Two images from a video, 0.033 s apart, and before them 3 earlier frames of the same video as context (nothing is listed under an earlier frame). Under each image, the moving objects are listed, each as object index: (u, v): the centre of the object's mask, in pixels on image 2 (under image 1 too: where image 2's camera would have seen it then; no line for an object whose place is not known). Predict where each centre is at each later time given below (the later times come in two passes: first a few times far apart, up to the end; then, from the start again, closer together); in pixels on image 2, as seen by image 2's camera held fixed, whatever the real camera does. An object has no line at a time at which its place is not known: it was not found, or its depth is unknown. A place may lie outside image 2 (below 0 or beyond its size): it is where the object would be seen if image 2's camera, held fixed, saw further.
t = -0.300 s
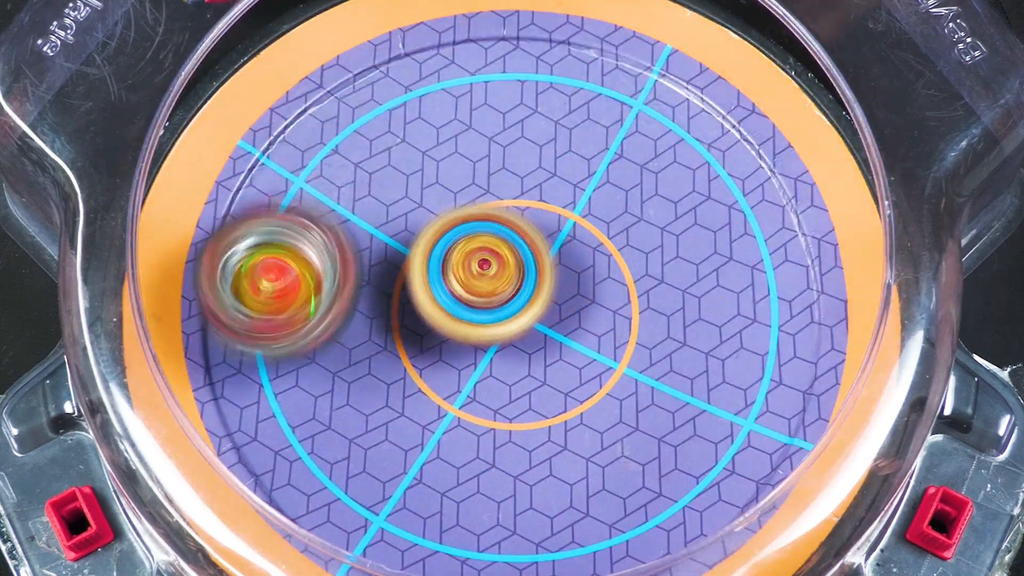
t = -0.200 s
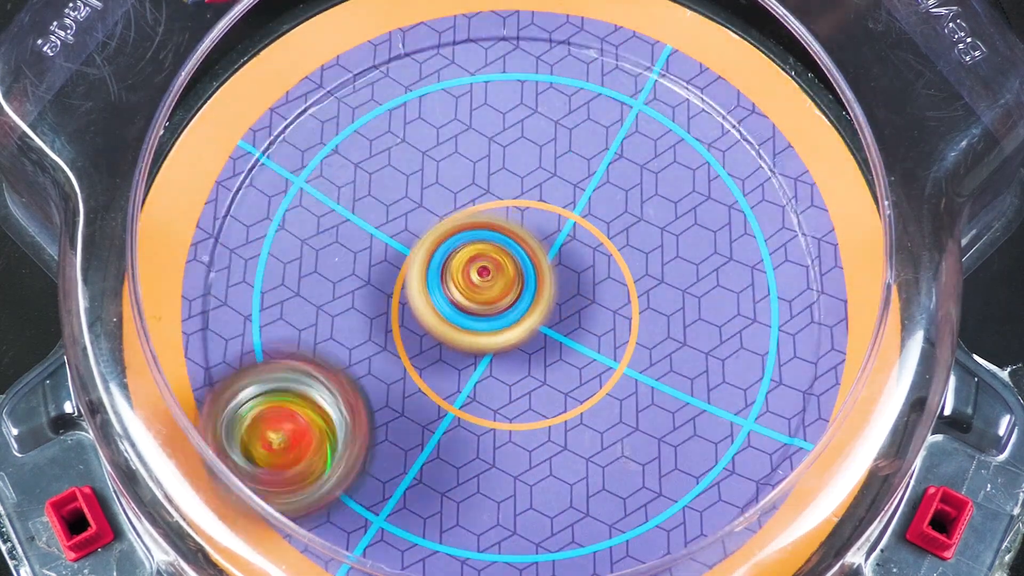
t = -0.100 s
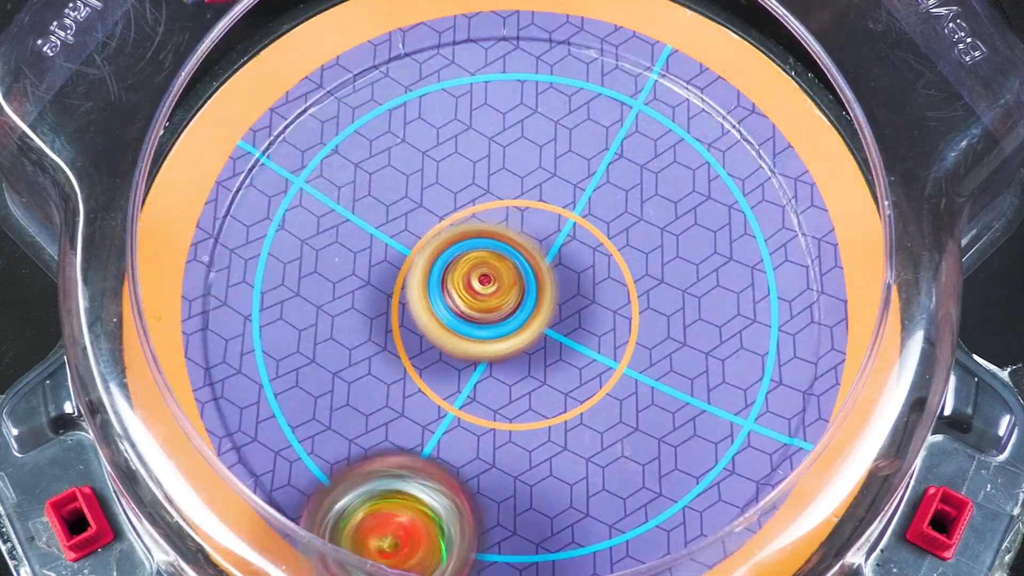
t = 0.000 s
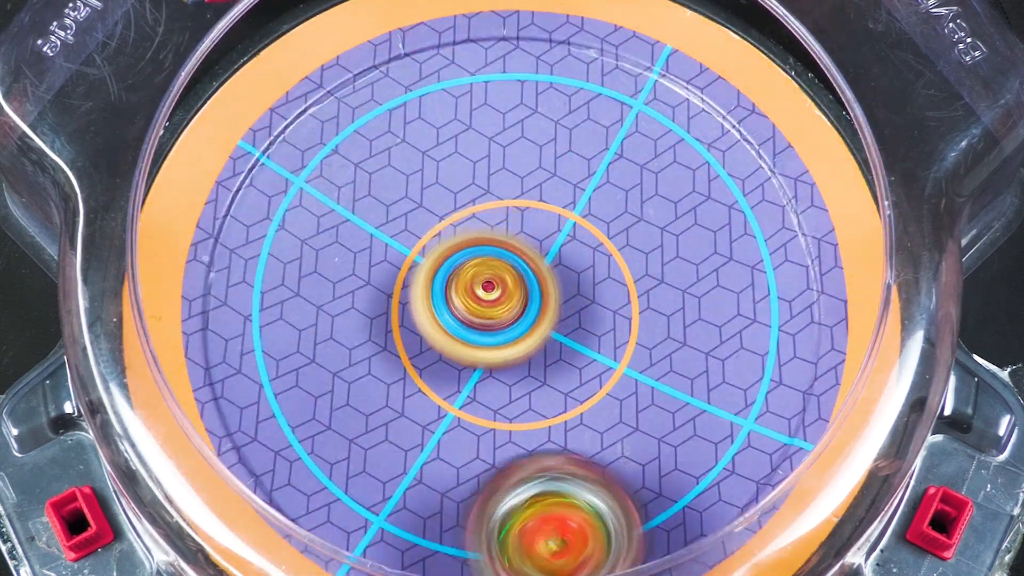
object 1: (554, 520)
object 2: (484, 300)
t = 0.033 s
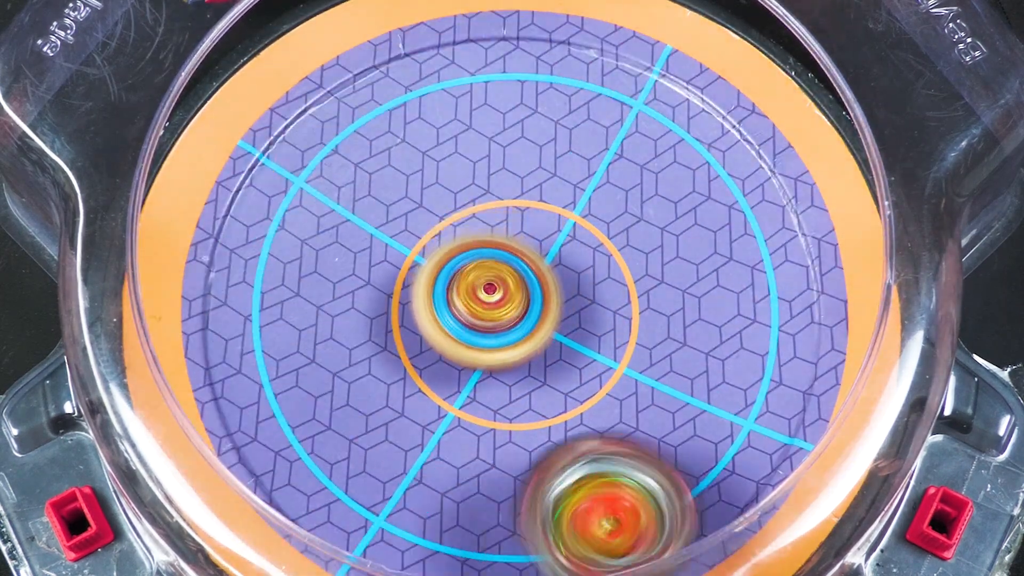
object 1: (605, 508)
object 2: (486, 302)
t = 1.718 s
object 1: (296, 330)
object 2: (521, 279)
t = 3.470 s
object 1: (603, 137)
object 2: (531, 271)
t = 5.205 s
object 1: (510, 436)
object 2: (506, 295)
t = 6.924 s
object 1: (382, 143)
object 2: (501, 291)
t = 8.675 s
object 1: (712, 229)
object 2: (513, 315)
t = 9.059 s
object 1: (429, 87)
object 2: (526, 305)
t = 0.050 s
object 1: (626, 499)
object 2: (486, 304)
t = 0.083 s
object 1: (670, 467)
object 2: (488, 306)
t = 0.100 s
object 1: (690, 445)
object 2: (490, 306)
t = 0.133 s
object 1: (717, 396)
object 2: (492, 309)
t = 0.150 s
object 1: (725, 371)
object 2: (493, 310)
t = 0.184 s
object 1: (732, 318)
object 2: (497, 312)
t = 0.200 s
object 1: (731, 290)
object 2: (498, 313)
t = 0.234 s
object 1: (723, 237)
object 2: (502, 314)
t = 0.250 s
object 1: (716, 212)
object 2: (503, 315)
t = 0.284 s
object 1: (693, 165)
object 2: (506, 316)
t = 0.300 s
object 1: (678, 144)
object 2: (506, 316)
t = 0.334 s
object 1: (644, 102)
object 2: (509, 317)
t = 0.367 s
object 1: (605, 68)
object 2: (512, 318)
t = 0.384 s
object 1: (582, 57)
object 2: (515, 318)
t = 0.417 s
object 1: (536, 45)
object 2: (518, 317)
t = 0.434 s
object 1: (515, 41)
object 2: (519, 318)
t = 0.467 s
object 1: (467, 37)
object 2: (522, 318)
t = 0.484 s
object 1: (441, 36)
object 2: (524, 317)
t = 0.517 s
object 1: (402, 42)
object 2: (527, 317)
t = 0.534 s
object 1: (384, 49)
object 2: (528, 317)
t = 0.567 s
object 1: (349, 64)
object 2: (531, 316)
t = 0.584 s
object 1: (331, 74)
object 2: (532, 314)
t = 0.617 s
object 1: (302, 103)
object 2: (535, 313)
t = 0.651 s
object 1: (279, 136)
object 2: (538, 312)
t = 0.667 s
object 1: (272, 155)
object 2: (539, 312)
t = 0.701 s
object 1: (265, 197)
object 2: (541, 310)
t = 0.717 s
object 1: (264, 220)
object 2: (541, 309)
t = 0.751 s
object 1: (273, 266)
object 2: (543, 308)
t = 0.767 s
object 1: (282, 290)
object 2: (545, 307)
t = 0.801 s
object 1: (309, 336)
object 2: (546, 305)
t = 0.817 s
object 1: (326, 359)
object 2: (547, 304)
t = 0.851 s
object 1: (367, 395)
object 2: (548, 302)
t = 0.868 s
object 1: (393, 411)
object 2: (549, 300)
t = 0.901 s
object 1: (447, 435)
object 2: (549, 298)
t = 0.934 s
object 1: (508, 451)
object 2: (550, 296)
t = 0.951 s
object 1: (539, 453)
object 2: (550, 296)
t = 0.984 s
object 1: (600, 451)
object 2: (550, 293)
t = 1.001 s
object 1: (624, 445)
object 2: (550, 292)
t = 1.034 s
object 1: (678, 428)
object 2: (550, 290)
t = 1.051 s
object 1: (704, 415)
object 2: (549, 289)
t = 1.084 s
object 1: (748, 385)
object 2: (549, 287)
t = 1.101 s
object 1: (766, 369)
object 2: (548, 285)
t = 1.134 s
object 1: (793, 330)
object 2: (547, 283)
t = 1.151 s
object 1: (800, 310)
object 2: (547, 282)
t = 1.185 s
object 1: (812, 271)
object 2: (546, 280)
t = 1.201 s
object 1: (813, 253)
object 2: (544, 279)
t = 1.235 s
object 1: (799, 218)
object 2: (543, 277)
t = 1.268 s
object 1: (777, 186)
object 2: (541, 276)
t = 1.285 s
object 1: (765, 173)
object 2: (540, 275)
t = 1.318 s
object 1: (740, 143)
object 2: (538, 273)
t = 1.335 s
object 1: (725, 131)
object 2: (537, 272)
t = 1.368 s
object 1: (692, 109)
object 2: (535, 271)
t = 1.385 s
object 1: (674, 102)
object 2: (534, 271)
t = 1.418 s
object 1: (628, 94)
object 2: (532, 270)
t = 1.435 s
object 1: (604, 94)
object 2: (530, 270)
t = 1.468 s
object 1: (556, 98)
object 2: (528, 269)
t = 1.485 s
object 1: (531, 103)
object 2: (527, 269)
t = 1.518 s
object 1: (484, 121)
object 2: (525, 268)
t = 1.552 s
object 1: (440, 148)
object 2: (523, 269)
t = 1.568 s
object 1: (419, 162)
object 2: (524, 271)
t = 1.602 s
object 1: (379, 192)
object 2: (524, 274)
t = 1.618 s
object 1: (360, 208)
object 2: (524, 275)
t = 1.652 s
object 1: (329, 247)
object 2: (522, 276)
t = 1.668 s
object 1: (319, 267)
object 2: (521, 277)
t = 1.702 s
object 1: (301, 309)
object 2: (521, 278)
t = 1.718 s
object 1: (296, 330)
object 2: (521, 279)
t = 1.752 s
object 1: (293, 374)
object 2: (520, 280)
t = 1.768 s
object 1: (294, 396)
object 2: (519, 281)
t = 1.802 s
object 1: (306, 434)
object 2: (518, 282)
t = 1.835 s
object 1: (329, 465)
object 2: (517, 283)
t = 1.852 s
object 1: (345, 480)
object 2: (518, 284)
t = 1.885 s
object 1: (375, 501)
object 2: (517, 286)
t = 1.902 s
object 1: (392, 509)
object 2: (516, 286)
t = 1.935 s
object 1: (431, 521)
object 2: (516, 288)
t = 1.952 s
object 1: (454, 524)
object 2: (516, 289)
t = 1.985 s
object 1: (501, 525)
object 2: (516, 290)
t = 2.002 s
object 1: (524, 523)
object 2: (515, 291)
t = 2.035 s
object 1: (568, 512)
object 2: (515, 292)
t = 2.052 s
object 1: (588, 503)
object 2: (516, 293)
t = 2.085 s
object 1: (628, 476)
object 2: (516, 294)
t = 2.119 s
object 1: (659, 436)
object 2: (516, 296)
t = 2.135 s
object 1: (672, 411)
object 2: (516, 296)
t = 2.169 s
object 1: (690, 360)
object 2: (516, 298)
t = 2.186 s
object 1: (694, 336)
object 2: (517, 299)
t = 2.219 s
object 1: (696, 282)
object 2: (518, 300)
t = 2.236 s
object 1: (692, 258)
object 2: (518, 300)
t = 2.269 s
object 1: (681, 210)
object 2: (519, 300)
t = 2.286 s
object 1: (673, 186)
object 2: (520, 301)
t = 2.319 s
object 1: (649, 139)
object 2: (520, 302)
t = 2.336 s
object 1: (636, 117)
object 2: (520, 301)
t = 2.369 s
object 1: (602, 79)
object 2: (521, 302)
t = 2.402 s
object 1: (564, 56)
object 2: (521, 302)
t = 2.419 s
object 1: (544, 51)
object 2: (522, 303)
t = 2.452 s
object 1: (506, 40)
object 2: (523, 304)
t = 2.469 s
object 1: (484, 38)
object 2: (523, 303)
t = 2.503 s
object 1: (444, 35)
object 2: (524, 304)
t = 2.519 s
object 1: (429, 38)
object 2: (525, 304)
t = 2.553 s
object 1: (395, 50)
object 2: (526, 304)
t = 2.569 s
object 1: (382, 57)
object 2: (526, 304)
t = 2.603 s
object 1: (355, 75)
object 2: (527, 304)
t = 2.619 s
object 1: (344, 87)
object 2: (528, 305)
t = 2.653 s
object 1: (326, 115)
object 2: (529, 305)
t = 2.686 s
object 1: (317, 148)
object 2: (529, 304)
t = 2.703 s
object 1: (318, 167)
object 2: (529, 304)
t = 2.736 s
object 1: (319, 205)
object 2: (530, 303)
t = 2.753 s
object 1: (325, 229)
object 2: (530, 304)
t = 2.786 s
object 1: (342, 273)
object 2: (531, 304)
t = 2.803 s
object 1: (351, 293)
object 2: (532, 303)
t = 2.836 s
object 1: (382, 334)
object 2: (533, 303)
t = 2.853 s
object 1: (405, 350)
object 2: (537, 301)
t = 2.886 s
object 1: (446, 384)
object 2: (542, 293)
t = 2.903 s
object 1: (464, 399)
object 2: (541, 290)
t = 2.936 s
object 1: (509, 421)
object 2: (541, 288)
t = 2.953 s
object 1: (532, 428)
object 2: (541, 289)
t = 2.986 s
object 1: (578, 439)
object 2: (541, 289)
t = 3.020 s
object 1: (624, 439)
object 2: (542, 288)
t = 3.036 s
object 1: (649, 435)
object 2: (543, 286)
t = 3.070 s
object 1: (692, 423)
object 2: (543, 285)
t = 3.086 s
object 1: (711, 416)
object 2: (542, 284)
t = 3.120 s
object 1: (744, 395)
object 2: (542, 282)
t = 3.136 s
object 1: (755, 383)
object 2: (543, 281)
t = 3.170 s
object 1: (777, 356)
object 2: (542, 280)
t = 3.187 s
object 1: (786, 341)
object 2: (542, 279)
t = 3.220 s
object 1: (796, 312)
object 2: (541, 278)
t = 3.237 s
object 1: (800, 296)
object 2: (541, 278)
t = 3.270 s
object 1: (799, 263)
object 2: (540, 276)
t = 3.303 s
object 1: (786, 234)
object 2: (539, 275)
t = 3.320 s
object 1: (776, 221)
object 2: (539, 274)
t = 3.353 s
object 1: (750, 192)
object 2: (538, 273)
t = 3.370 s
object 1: (734, 178)
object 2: (536, 273)
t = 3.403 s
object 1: (695, 158)
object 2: (534, 272)
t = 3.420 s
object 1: (674, 150)
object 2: (534, 271)
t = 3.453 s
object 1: (626, 139)
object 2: (533, 271)
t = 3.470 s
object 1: (603, 137)
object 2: (531, 271)
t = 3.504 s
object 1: (556, 125)
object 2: (530, 275)
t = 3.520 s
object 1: (532, 112)
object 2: (527, 283)
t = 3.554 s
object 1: (481, 93)
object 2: (523, 297)
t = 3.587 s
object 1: (434, 81)
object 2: (520, 304)
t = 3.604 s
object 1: (411, 77)
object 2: (520, 307)
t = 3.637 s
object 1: (366, 78)
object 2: (517, 309)
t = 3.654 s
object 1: (343, 82)
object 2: (516, 310)
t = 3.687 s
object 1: (301, 93)
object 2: (515, 312)
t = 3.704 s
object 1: (283, 101)
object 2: (513, 313)
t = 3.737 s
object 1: (263, 127)
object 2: (511, 314)
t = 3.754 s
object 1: (258, 145)
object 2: (512, 316)
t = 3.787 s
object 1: (251, 177)
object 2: (511, 318)
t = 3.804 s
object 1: (249, 195)
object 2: (511, 318)
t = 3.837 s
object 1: (248, 229)
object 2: (510, 319)
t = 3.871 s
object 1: (255, 265)
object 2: (510, 320)
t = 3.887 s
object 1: (265, 283)
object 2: (509, 320)
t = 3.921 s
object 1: (288, 317)
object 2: (509, 321)
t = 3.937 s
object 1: (303, 334)
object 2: (509, 322)
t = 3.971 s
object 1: (340, 365)
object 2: (509, 323)
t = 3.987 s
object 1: (363, 379)
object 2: (511, 323)
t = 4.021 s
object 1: (410, 402)
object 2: (516, 320)
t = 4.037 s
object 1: (433, 418)
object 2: (518, 313)
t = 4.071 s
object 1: (470, 449)
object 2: (531, 292)
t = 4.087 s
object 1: (486, 463)
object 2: (537, 284)
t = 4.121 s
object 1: (528, 478)
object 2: (546, 271)
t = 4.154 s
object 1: (576, 484)
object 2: (552, 263)
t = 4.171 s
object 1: (598, 482)
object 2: (555, 262)
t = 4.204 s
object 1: (641, 474)
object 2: (559, 260)
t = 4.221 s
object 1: (660, 465)
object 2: (561, 258)
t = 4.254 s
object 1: (696, 447)
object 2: (564, 256)
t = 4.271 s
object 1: (716, 434)
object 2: (564, 254)
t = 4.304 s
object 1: (745, 404)
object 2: (567, 252)
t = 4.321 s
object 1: (757, 389)
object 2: (567, 251)
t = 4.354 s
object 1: (776, 355)
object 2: (566, 249)
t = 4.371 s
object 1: (782, 338)
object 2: (567, 248)
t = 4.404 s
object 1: (789, 299)
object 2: (567, 247)
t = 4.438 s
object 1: (785, 259)
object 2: (566, 245)
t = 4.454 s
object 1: (777, 242)
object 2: (566, 244)
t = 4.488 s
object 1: (760, 205)
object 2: (564, 243)
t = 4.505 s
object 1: (748, 185)
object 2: (563, 242)
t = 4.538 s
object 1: (714, 154)
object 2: (561, 241)
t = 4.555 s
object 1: (697, 142)
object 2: (559, 242)
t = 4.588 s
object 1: (653, 116)
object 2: (556, 240)
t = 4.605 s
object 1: (631, 107)
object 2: (556, 240)
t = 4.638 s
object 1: (584, 88)
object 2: (551, 244)
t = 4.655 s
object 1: (561, 76)
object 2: (549, 248)
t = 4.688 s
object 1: (516, 60)
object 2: (543, 254)
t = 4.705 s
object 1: (490, 54)
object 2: (540, 257)
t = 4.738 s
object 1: (439, 50)
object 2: (536, 260)
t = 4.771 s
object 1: (395, 52)
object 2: (532, 262)
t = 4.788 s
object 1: (373, 53)
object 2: (529, 263)
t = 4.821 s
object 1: (330, 60)
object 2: (526, 264)
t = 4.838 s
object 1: (316, 70)
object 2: (525, 266)
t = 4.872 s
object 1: (295, 104)
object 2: (520, 268)
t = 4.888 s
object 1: (288, 126)
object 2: (519, 269)
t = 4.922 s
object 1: (273, 159)
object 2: (517, 271)
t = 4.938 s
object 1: (269, 176)
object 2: (515, 273)
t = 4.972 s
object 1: (265, 214)
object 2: (512, 276)
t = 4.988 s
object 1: (267, 232)
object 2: (511, 277)
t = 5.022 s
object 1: (281, 271)
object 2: (509, 279)
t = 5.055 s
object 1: (301, 313)
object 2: (508, 283)
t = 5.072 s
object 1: (317, 333)
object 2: (507, 285)
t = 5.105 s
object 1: (354, 370)
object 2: (506, 287)
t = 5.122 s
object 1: (375, 386)
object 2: (506, 290)
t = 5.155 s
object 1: (422, 411)
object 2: (506, 292)
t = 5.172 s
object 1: (448, 425)
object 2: (506, 292)
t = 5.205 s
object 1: (510, 436)
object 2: (506, 295)
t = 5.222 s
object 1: (533, 439)
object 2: (506, 297)
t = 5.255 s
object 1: (590, 439)
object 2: (506, 301)
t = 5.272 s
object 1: (618, 433)
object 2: (506, 302)
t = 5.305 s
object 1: (669, 417)
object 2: (508, 305)
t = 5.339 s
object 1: (717, 395)
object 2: (509, 307)
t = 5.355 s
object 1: (737, 380)
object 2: (509, 309)
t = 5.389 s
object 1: (773, 348)
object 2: (511, 311)
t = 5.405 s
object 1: (787, 328)
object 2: (513, 313)
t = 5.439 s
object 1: (806, 295)
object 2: (513, 315)
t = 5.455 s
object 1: (813, 275)
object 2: (516, 315)
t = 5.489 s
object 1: (805, 243)
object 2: (517, 317)
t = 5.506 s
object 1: (797, 230)
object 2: (518, 317)
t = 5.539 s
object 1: (766, 199)
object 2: (521, 318)
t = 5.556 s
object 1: (749, 188)
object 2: (521, 319)
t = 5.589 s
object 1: (713, 168)
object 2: (524, 319)
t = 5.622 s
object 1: (679, 147)
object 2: (527, 319)
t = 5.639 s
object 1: (660, 141)
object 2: (528, 319)
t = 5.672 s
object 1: (620, 135)
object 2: (531, 320)
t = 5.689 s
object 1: (598, 139)
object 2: (531, 320)
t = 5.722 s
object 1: (557, 141)
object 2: (533, 319)
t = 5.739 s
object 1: (533, 147)
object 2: (536, 319)
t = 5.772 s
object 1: (495, 160)
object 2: (537, 318)
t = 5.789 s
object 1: (476, 167)
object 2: (538, 316)
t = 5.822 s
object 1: (437, 192)
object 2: (541, 315)
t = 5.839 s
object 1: (422, 206)
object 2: (541, 315)
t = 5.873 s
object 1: (389, 234)
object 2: (542, 313)
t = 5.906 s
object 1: (358, 269)
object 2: (544, 312)
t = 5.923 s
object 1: (349, 287)
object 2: (544, 311)
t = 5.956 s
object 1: (328, 320)
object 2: (545, 309)
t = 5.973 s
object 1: (322, 338)
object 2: (545, 308)
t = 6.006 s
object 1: (313, 376)
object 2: (547, 306)
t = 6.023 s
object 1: (313, 396)
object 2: (547, 306)
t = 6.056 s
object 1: (317, 428)
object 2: (546, 303)
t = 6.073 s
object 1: (321, 445)
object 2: (546, 301)
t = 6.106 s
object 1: (342, 470)
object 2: (546, 300)
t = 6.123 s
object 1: (351, 478)
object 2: (545, 298)
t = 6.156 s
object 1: (377, 497)
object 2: (545, 295)
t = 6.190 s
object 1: (413, 509)
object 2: (543, 294)
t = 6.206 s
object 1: (427, 512)
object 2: (542, 292)
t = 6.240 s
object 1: (465, 516)
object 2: (541, 290)
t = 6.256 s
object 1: (487, 512)
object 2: (540, 289)
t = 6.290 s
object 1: (526, 504)
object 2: (538, 287)
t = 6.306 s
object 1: (545, 495)
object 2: (537, 287)
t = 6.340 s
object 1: (584, 467)
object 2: (535, 285)
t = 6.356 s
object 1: (603, 448)
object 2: (534, 285)
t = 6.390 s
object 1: (631, 409)
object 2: (531, 283)
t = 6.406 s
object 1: (645, 386)
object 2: (531, 282)
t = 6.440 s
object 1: (658, 341)
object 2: (526, 281)
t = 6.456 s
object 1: (669, 317)
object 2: (525, 281)
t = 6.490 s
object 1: (670, 268)
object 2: (524, 281)
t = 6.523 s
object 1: (669, 222)
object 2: (523, 281)
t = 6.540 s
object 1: (668, 193)
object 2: (522, 280)
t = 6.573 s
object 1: (655, 150)
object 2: (519, 280)
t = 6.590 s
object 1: (649, 127)
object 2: (518, 280)
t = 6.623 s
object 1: (625, 85)
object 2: (515, 280)
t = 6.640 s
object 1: (616, 68)
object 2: (513, 281)
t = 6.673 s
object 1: (587, 47)
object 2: (512, 281)
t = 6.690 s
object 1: (572, 41)
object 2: (510, 282)
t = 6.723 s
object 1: (542, 32)
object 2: (508, 282)
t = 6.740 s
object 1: (532, 34)
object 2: (508, 283)
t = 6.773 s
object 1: (498, 41)
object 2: (505, 284)
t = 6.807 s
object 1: (461, 52)
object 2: (504, 285)
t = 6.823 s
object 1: (446, 60)
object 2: (504, 286)
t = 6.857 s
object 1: (417, 84)
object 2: (502, 289)
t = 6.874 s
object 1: (404, 93)
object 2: (502, 288)
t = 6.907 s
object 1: (383, 123)
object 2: (502, 291)
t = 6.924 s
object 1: (382, 143)
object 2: (501, 291)
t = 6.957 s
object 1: (378, 175)
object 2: (501, 293)
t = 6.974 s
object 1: (373, 199)
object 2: (500, 294)
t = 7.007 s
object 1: (373, 228)
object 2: (507, 299)
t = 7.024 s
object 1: (364, 243)
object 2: (516, 304)
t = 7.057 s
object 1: (354, 277)
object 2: (533, 311)
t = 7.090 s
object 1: (351, 308)
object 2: (543, 316)
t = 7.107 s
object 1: (354, 328)
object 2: (545, 317)
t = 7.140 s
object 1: (364, 358)
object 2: (548, 320)
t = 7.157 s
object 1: (368, 374)
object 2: (548, 321)
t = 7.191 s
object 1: (388, 402)
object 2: (550, 322)
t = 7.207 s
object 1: (400, 413)
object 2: (551, 324)
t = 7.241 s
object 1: (429, 434)
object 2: (552, 324)
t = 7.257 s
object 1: (444, 441)
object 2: (555, 326)
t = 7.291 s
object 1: (479, 454)
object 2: (555, 325)
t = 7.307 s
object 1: (495, 455)
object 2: (557, 325)
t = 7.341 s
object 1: (531, 456)
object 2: (559, 323)
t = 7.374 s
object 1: (570, 449)
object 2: (559, 320)
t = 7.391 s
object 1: (582, 444)
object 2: (561, 320)
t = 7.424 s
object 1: (619, 428)
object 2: (559, 318)
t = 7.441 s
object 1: (634, 422)
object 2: (559, 316)
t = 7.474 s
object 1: (671, 409)
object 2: (557, 315)
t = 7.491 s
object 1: (685, 400)
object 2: (556, 312)
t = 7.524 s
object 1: (713, 381)
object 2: (556, 311)
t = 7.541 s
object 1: (723, 366)
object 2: (555, 309)
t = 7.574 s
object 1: (740, 341)
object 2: (556, 308)
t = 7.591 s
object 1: (745, 325)
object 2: (554, 306)
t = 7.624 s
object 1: (749, 296)
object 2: (554, 304)
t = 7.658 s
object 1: (744, 266)
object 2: (552, 302)
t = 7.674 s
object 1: (740, 250)
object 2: (552, 301)
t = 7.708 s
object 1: (724, 221)
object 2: (550, 300)
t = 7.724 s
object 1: (713, 208)
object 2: (549, 297)
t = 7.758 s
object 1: (686, 182)
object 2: (547, 297)
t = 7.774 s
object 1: (671, 173)
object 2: (546, 295)
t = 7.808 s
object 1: (634, 154)
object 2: (544, 295)
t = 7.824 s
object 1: (614, 149)
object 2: (542, 294)
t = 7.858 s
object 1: (575, 138)
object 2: (539, 293)
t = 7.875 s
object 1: (550, 136)
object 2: (537, 293)
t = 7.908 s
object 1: (509, 135)
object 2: (534, 292)
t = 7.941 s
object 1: (465, 142)
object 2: (532, 292)
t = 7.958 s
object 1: (446, 146)
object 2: (530, 291)
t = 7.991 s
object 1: (404, 162)
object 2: (528, 292)
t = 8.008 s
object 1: (388, 171)
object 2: (526, 292)
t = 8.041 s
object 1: (350, 192)
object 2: (523, 293)
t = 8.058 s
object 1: (338, 206)
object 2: (522, 293)
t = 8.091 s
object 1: (310, 232)
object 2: (519, 294)
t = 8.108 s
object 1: (302, 248)
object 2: (518, 294)
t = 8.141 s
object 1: (286, 278)
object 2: (516, 295)
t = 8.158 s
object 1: (282, 298)
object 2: (515, 296)
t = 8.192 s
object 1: (281, 330)
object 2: (513, 297)
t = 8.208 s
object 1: (282, 348)
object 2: (511, 298)
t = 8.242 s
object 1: (295, 379)
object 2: (511, 300)
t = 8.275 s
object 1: (314, 409)
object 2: (510, 302)
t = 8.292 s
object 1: (330, 422)
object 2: (509, 302)
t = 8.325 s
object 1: (360, 442)
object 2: (508, 303)
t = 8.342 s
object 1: (382, 450)
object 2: (508, 304)
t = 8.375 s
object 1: (421, 459)
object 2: (507, 305)
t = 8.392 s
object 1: (447, 464)
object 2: (506, 306)
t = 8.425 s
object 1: (490, 459)
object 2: (507, 308)
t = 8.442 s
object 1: (517, 456)
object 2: (506, 308)
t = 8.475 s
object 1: (560, 438)
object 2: (506, 308)
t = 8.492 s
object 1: (582, 429)
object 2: (505, 308)
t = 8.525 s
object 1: (619, 401)
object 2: (505, 310)
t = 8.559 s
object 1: (654, 369)
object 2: (509, 313)
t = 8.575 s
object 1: (665, 350)
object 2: (509, 314)
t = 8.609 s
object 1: (689, 312)
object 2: (512, 315)
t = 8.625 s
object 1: (696, 291)
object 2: (512, 315)
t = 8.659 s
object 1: (709, 251)
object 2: (513, 315)
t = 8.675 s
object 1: (712, 229)
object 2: (513, 315)
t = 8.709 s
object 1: (713, 191)
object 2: (515, 315)
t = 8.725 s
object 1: (709, 171)
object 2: (515, 315)
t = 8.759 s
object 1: (700, 135)
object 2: (516, 315)
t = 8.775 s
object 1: (690, 117)
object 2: (516, 314)
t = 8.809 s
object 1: (672, 88)
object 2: (518, 315)
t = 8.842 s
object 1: (646, 67)
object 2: (520, 314)
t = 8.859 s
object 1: (633, 60)
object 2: (521, 314)
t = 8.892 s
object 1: (601, 52)
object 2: (522, 312)
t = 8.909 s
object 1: (586, 49)
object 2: (522, 311)
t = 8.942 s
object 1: (550, 49)
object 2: (524, 309)
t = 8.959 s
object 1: (534, 48)
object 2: (524, 309)
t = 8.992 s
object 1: (496, 54)
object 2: (525, 307)
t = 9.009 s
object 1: (479, 58)
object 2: (525, 307)
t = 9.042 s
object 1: (442, 72)
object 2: (526, 305)
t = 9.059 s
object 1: (429, 87)
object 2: (526, 305)
